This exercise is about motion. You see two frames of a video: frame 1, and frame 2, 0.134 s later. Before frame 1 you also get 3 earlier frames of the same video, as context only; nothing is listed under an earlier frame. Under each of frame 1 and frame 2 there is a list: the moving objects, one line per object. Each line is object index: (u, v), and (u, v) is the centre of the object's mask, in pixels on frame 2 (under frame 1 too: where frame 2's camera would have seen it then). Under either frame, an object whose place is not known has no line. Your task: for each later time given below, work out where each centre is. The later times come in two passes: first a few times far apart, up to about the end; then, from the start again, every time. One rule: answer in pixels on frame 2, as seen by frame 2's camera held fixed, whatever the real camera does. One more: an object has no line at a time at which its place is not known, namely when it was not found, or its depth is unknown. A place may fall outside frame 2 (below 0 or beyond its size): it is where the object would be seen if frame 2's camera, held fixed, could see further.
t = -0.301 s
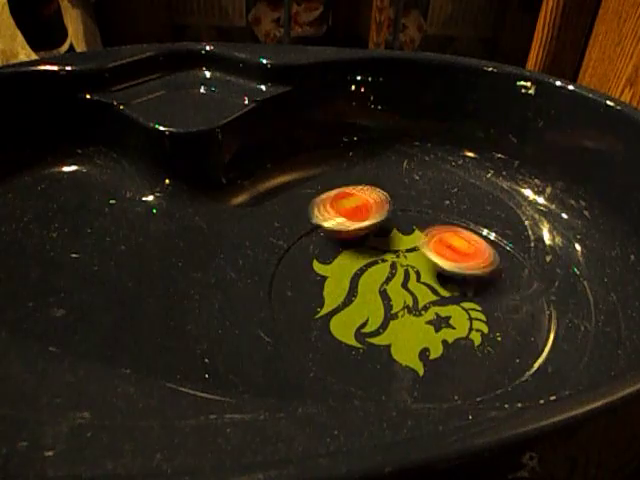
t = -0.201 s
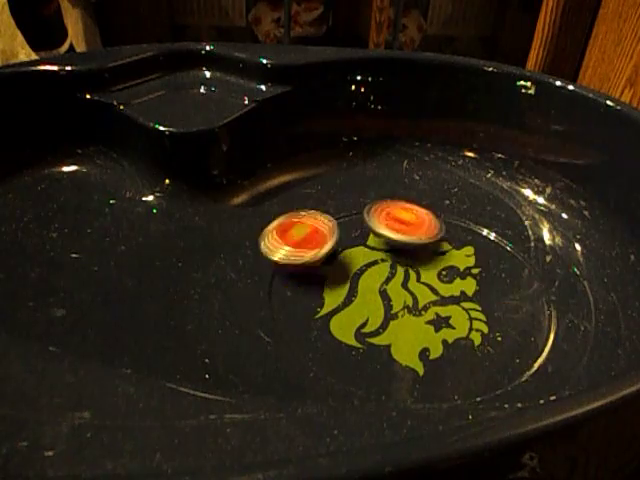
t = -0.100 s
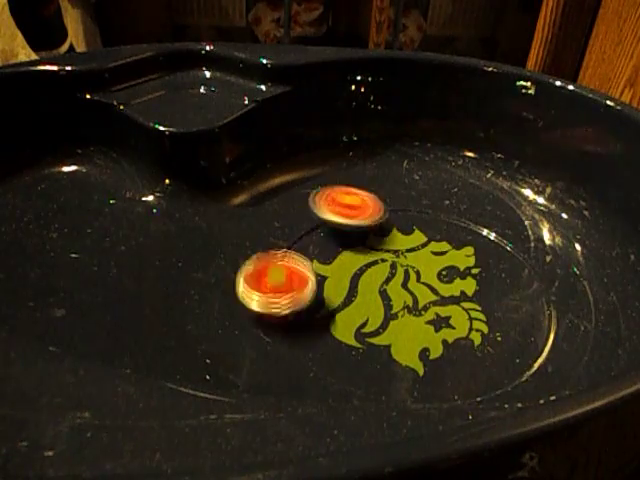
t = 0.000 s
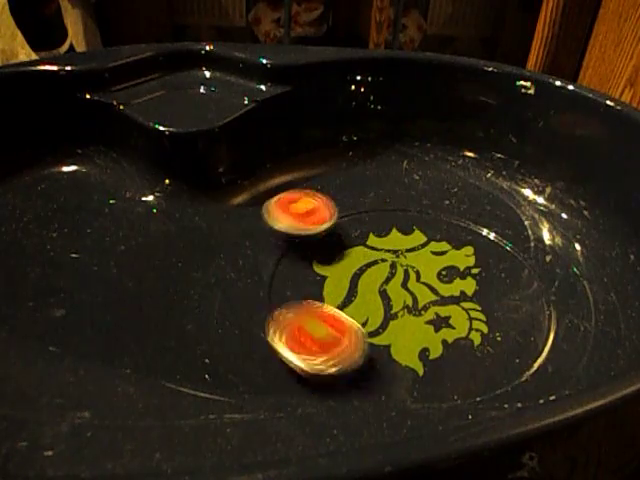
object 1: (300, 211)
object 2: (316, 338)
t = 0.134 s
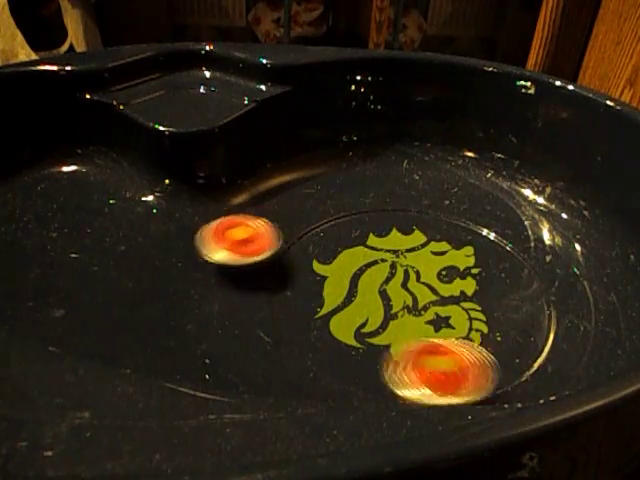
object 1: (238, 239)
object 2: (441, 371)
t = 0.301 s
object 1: (175, 279)
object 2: (531, 312)
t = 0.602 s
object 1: (342, 325)
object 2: (380, 208)
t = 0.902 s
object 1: (435, 234)
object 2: (286, 298)
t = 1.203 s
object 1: (328, 210)
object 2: (456, 313)
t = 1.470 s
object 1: (365, 278)
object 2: (381, 207)
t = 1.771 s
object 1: (475, 242)
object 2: (232, 260)
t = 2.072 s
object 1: (384, 201)
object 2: (388, 328)
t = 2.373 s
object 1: (359, 296)
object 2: (459, 218)
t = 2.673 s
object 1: (512, 326)
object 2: (307, 219)
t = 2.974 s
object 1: (474, 239)
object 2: (400, 322)
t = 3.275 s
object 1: (327, 257)
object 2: (508, 240)
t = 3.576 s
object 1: (347, 357)
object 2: (346, 202)
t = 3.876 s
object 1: (471, 316)
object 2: (307, 324)
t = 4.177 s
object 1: (373, 226)
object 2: (524, 346)
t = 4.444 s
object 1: (286, 257)
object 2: (482, 229)
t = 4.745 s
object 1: (361, 310)
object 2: (306, 215)
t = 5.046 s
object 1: (415, 240)
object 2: (338, 344)
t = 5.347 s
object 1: (319, 212)
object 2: (469, 270)
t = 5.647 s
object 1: (342, 285)
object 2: (333, 200)
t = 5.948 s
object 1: (459, 273)
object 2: (307, 304)
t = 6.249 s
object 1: (402, 218)
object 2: (474, 276)
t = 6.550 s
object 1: (337, 277)
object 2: (381, 193)
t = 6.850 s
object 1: (455, 328)
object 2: (300, 277)
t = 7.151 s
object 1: (471, 254)
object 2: (486, 324)
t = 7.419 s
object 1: (356, 234)
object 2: (486, 225)
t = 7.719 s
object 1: (294, 301)
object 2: (326, 217)
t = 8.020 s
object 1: (425, 346)
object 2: (309, 332)
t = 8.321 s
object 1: (453, 256)
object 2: (498, 338)
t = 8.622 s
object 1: (343, 207)
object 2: (446, 226)
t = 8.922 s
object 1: (290, 275)
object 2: (302, 222)
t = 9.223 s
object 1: (421, 361)
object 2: (308, 269)
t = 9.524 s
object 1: (517, 292)
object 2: (401, 245)
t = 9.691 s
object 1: (480, 242)
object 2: (386, 214)
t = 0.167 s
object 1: (222, 245)
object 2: (472, 368)
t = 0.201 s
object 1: (206, 250)
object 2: (496, 360)
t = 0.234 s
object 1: (192, 257)
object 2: (515, 347)
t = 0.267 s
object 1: (181, 267)
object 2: (527, 330)
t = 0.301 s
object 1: (175, 279)
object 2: (531, 312)
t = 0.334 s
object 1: (176, 292)
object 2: (528, 293)
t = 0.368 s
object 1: (185, 305)
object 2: (519, 277)
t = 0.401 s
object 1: (203, 315)
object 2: (506, 263)
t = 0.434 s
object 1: (225, 322)
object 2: (489, 247)
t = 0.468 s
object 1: (250, 325)
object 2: (469, 235)
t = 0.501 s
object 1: (273, 325)
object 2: (447, 224)
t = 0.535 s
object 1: (295, 326)
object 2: (426, 217)
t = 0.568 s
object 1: (320, 328)
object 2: (403, 211)
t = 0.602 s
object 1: (342, 325)
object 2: (380, 208)
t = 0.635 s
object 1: (364, 322)
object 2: (358, 207)
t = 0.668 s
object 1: (384, 315)
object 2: (335, 207)
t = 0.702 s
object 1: (400, 307)
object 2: (315, 210)
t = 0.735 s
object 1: (413, 296)
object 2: (299, 218)
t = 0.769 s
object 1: (425, 285)
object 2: (290, 233)
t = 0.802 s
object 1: (432, 272)
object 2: (283, 249)
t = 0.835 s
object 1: (435, 260)
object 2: (276, 262)
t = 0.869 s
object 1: (437, 246)
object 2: (278, 280)
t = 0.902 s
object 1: (435, 234)
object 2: (286, 298)
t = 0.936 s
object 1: (431, 223)
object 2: (296, 315)
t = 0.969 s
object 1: (424, 212)
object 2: (311, 331)
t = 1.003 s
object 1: (415, 203)
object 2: (330, 343)
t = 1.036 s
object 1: (404, 194)
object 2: (354, 351)
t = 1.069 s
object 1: (392, 189)
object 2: (380, 352)
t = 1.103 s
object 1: (377, 189)
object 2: (406, 348)
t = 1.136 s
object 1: (360, 192)
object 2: (427, 339)
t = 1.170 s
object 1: (343, 199)
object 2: (445, 327)
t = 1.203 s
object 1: (328, 210)
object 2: (456, 313)
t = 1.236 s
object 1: (317, 220)
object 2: (461, 298)
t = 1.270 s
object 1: (310, 230)
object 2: (461, 282)
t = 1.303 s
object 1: (308, 239)
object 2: (456, 267)
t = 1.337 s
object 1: (312, 249)
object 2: (446, 251)
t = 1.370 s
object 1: (320, 258)
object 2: (433, 238)
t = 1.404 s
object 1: (332, 267)
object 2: (417, 225)
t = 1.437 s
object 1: (347, 273)
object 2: (399, 215)
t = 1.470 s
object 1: (365, 278)
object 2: (381, 207)
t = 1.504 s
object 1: (382, 281)
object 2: (360, 201)
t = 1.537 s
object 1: (399, 282)
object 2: (340, 198)
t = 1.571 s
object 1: (417, 280)
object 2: (322, 200)
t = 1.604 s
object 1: (432, 278)
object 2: (305, 207)
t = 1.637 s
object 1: (447, 272)
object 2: (288, 215)
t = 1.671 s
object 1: (458, 267)
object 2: (271, 225)
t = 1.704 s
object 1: (467, 259)
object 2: (255, 236)
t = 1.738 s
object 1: (473, 251)
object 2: (241, 248)
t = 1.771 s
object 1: (475, 242)
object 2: (232, 260)
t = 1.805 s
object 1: (474, 232)
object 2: (228, 273)
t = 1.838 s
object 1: (470, 223)
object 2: (231, 285)
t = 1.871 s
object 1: (463, 215)
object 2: (241, 296)
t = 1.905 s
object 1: (453, 209)
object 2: (257, 303)
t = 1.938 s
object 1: (441, 203)
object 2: (278, 310)
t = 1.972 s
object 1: (427, 199)
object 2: (302, 319)
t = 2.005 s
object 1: (414, 197)
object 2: (330, 326)
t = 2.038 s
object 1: (399, 198)
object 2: (359, 330)
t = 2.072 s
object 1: (384, 201)
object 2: (388, 328)
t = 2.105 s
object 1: (371, 206)
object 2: (413, 323)
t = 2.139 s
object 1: (359, 213)
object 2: (434, 315)
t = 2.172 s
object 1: (350, 222)
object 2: (453, 303)
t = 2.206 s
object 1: (343, 232)
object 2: (466, 290)
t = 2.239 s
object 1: (339, 245)
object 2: (474, 275)
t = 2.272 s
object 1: (339, 257)
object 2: (477, 261)
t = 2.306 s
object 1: (342, 270)
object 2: (475, 245)
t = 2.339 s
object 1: (349, 283)
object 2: (469, 231)
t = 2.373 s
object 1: (359, 296)
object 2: (459, 218)
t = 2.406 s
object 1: (372, 307)
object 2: (447, 205)
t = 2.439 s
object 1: (386, 317)
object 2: (431, 195)
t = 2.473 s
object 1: (402, 325)
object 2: (413, 189)
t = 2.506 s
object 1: (421, 332)
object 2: (393, 191)
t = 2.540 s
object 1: (441, 336)
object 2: (372, 195)
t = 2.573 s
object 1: (463, 337)
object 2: (354, 198)
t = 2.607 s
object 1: (482, 336)
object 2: (336, 202)
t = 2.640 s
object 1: (498, 332)
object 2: (320, 209)
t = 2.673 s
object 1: (512, 326)
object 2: (307, 219)
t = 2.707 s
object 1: (523, 317)
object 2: (298, 230)
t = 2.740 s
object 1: (530, 306)
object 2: (294, 243)
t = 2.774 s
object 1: (533, 296)
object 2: (295, 257)
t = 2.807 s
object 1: (531, 284)
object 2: (302, 272)
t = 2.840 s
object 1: (526, 274)
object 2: (313, 286)
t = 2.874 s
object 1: (517, 263)
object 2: (331, 299)
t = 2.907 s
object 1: (505, 253)
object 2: (351, 309)
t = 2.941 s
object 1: (490, 245)
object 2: (376, 318)
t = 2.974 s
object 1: (474, 239)
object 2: (400, 322)
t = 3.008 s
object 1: (457, 234)
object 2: (426, 322)
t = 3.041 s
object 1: (439, 232)
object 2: (451, 320)
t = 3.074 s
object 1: (421, 231)
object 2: (472, 313)
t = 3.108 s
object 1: (403, 231)
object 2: (490, 304)
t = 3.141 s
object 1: (385, 233)
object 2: (503, 293)
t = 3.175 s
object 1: (367, 237)
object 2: (511, 281)
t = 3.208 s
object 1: (352, 242)
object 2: (515, 268)
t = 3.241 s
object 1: (338, 249)
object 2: (514, 253)
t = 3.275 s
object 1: (327, 257)
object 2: (508, 240)
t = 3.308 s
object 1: (317, 266)
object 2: (497, 226)
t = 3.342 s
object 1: (308, 276)
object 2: (483, 215)
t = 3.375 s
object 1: (303, 288)
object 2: (466, 206)
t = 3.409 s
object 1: (300, 300)
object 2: (447, 199)
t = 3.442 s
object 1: (300, 313)
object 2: (427, 195)
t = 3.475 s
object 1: (304, 325)
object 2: (405, 194)
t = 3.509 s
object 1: (312, 337)
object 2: (384, 194)
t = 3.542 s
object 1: (326, 347)
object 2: (365, 197)
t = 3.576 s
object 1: (347, 357)
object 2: (346, 202)
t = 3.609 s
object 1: (366, 363)
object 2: (329, 210)
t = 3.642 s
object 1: (385, 366)
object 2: (314, 219)
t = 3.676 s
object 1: (404, 365)
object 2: (302, 230)
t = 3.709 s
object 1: (423, 363)
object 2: (293, 243)
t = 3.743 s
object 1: (438, 358)
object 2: (288, 258)
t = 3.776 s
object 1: (453, 350)
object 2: (286, 274)
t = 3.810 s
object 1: (463, 340)
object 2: (288, 290)
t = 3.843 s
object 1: (469, 328)
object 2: (295, 307)
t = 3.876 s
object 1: (471, 316)
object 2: (307, 324)
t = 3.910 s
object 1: (470, 303)
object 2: (324, 339)
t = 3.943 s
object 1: (466, 291)
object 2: (344, 353)
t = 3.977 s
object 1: (458, 278)
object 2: (370, 364)
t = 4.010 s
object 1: (447, 266)
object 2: (398, 370)
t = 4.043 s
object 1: (435, 256)
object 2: (427, 372)
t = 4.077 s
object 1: (420, 246)
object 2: (457, 372)
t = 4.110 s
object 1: (405, 238)
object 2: (483, 367)
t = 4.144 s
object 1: (390, 231)
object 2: (505, 359)
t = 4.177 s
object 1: (373, 226)
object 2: (524, 346)
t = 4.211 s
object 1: (357, 222)
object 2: (536, 331)
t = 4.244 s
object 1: (340, 220)
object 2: (542, 316)
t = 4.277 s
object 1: (324, 220)
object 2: (543, 300)
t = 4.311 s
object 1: (308, 220)
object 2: (538, 283)
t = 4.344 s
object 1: (295, 223)
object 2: (529, 268)
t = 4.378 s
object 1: (290, 233)
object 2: (517, 253)
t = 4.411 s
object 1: (289, 246)
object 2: (501, 240)
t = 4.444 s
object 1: (286, 257)
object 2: (482, 229)
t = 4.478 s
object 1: (284, 266)
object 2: (463, 220)
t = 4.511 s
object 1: (284, 275)
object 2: (443, 213)
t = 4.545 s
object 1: (287, 284)
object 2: (422, 206)
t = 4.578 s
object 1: (295, 293)
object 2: (401, 203)
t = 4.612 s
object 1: (304, 300)
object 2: (380, 202)
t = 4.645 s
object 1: (317, 305)
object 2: (359, 201)
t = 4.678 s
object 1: (330, 309)
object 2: (339, 202)
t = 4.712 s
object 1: (346, 310)
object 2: (321, 205)
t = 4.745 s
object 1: (361, 310)
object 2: (306, 215)
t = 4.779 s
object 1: (377, 307)
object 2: (295, 228)
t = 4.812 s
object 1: (390, 302)
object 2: (284, 240)
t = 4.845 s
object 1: (401, 295)
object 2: (277, 253)
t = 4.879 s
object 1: (410, 288)
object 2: (277, 270)
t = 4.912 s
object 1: (416, 279)
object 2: (280, 286)
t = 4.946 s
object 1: (420, 270)
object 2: (287, 303)
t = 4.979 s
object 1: (421, 260)
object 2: (300, 320)
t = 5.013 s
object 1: (419, 250)
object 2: (317, 333)
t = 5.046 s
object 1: (415, 240)
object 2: (338, 344)
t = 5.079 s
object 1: (408, 232)
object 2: (363, 350)
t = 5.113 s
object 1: (398, 225)
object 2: (391, 351)
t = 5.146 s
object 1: (389, 218)
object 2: (414, 346)
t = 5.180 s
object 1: (378, 212)
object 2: (435, 339)
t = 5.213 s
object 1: (366, 208)
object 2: (453, 328)
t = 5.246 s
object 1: (353, 205)
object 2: (465, 314)
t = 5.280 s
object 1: (341, 204)
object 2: (471, 299)
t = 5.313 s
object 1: (328, 205)
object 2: (472, 286)
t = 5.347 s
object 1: (319, 212)
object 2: (469, 270)
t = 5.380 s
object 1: (311, 221)
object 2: (461, 256)
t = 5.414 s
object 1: (306, 229)
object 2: (450, 242)
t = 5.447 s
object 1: (305, 237)
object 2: (437, 230)
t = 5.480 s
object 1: (305, 244)
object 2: (422, 220)
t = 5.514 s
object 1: (307, 252)
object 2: (406, 212)
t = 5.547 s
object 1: (311, 261)
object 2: (388, 206)
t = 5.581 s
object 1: (318, 270)
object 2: (369, 201)
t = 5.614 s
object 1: (329, 278)
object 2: (350, 198)
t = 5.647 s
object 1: (342, 285)
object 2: (333, 200)
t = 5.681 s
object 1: (356, 290)
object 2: (320, 209)
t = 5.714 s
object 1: (372, 294)
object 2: (308, 220)
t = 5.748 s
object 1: (387, 296)
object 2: (297, 230)
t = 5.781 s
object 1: (403, 296)
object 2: (287, 239)
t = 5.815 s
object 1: (417, 295)
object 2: (281, 250)
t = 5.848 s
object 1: (431, 292)
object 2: (280, 264)
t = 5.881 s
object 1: (443, 287)
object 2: (283, 278)
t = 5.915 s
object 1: (453, 280)
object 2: (293, 291)
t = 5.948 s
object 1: (459, 273)
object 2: (307, 304)
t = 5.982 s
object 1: (462, 264)
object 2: (326, 314)
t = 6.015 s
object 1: (463, 256)
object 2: (349, 320)
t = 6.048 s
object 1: (461, 247)
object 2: (373, 324)
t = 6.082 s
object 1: (456, 239)
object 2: (398, 322)
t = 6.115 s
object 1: (448, 233)
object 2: (420, 318)
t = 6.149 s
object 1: (439, 226)
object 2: (440, 311)
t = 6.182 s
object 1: (427, 221)
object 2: (456, 300)
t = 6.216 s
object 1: (414, 218)
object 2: (467, 289)
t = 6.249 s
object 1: (402, 218)
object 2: (474, 276)
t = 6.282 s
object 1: (389, 219)
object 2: (476, 263)
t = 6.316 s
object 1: (378, 222)
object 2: (474, 250)
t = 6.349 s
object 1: (366, 227)
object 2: (468, 237)
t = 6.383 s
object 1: (356, 233)
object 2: (459, 225)
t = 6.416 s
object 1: (348, 240)
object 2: (447, 216)
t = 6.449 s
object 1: (341, 248)
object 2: (432, 207)
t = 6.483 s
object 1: (337, 257)
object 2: (416, 200)
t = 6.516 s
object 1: (336, 267)
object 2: (399, 195)
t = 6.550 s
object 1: (337, 277)
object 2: (381, 193)
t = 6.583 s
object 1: (341, 288)
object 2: (363, 194)
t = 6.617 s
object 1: (348, 299)
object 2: (346, 200)
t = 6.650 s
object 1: (358, 308)
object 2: (330, 205)
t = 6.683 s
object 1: (371, 317)
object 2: (315, 214)
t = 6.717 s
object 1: (386, 323)
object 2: (304, 223)
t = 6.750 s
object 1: (402, 328)
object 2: (296, 235)
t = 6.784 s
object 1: (420, 331)
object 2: (293, 248)
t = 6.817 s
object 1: (438, 331)
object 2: (294, 262)
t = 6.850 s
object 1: (455, 328)
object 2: (300, 277)
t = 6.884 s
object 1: (469, 324)
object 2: (310, 291)
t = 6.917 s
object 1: (481, 318)
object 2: (325, 305)
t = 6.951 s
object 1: (490, 310)
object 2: (344, 316)
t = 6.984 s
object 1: (494, 301)
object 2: (367, 326)
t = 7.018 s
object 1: (495, 291)
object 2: (392, 333)
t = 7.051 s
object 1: (494, 281)
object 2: (416, 336)
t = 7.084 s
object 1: (489, 272)
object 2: (442, 334)
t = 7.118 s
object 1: (481, 262)
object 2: (466, 330)
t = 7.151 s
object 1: (471, 254)
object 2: (486, 324)
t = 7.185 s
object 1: (459, 247)
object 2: (502, 313)
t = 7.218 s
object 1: (446, 241)
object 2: (514, 301)
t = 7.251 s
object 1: (432, 237)
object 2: (520, 288)
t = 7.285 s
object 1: (416, 233)
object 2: (522, 274)
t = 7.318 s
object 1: (400, 232)
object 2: (519, 261)
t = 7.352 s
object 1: (386, 231)
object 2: (512, 247)
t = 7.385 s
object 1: (371, 232)
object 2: (500, 235)
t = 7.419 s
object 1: (356, 234)
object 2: (486, 225)
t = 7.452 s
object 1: (342, 237)
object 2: (470, 217)
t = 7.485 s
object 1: (330, 243)
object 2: (452, 210)
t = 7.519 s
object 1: (319, 248)
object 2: (433, 204)
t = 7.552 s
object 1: (309, 254)
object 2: (414, 203)
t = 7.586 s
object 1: (302, 262)
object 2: (395, 202)
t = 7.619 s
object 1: (296, 270)
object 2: (377, 203)
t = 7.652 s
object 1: (292, 279)
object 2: (358, 207)
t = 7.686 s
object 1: (291, 289)
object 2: (341, 210)
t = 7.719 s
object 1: (294, 301)
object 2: (326, 217)
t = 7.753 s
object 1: (299, 312)
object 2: (311, 225)
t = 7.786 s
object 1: (308, 323)
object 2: (299, 234)
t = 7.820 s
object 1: (320, 334)
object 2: (289, 245)
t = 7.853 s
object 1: (334, 342)
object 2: (282, 258)
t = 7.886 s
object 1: (352, 349)
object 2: (278, 271)
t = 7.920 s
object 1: (372, 353)
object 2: (278, 285)
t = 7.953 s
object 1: (391, 353)
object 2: (282, 300)
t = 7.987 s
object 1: (409, 351)
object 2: (293, 316)
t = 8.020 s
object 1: (425, 346)
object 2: (309, 332)
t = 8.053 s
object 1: (439, 340)
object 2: (327, 344)
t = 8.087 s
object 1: (453, 331)
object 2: (348, 355)
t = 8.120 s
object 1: (461, 322)
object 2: (372, 363)
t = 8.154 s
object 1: (466, 311)
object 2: (397, 366)
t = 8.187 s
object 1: (468, 300)
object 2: (420, 367)
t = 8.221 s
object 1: (468, 289)
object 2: (444, 364)
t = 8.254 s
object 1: (465, 278)
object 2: (467, 358)
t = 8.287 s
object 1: (460, 267)
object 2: (484, 350)
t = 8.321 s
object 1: (453, 256)
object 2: (498, 338)
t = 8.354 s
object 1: (445, 247)
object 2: (507, 325)
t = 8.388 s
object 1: (435, 238)
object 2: (512, 311)
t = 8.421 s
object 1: (424, 231)
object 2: (511, 296)
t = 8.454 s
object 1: (412, 224)
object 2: (508, 284)
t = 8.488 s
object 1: (399, 219)
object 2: (501, 271)
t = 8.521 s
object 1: (385, 213)
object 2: (490, 258)
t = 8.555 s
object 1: (372, 211)
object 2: (478, 246)
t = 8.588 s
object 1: (357, 208)
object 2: (463, 235)
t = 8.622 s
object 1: (343, 207)
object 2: (446, 226)
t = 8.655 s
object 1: (330, 208)
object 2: (431, 219)
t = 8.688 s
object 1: (317, 210)
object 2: (413, 213)
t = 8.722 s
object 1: (308, 217)
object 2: (395, 208)
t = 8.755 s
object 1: (300, 227)
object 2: (377, 205)
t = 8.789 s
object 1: (293, 235)
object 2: (358, 202)
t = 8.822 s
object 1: (289, 244)
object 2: (340, 201)
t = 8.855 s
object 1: (287, 254)
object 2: (324, 205)
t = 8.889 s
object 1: (288, 263)
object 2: (312, 213)
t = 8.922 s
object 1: (290, 275)
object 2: (302, 222)
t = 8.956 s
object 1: (294, 292)
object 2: (296, 227)
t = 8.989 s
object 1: (300, 309)
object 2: (295, 231)
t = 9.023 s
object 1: (311, 324)
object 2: (295, 237)
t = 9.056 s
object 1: (325, 335)
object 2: (293, 242)
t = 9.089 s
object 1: (341, 345)
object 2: (290, 248)
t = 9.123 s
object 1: (360, 352)
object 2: (290, 254)
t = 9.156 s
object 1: (379, 357)
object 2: (293, 260)
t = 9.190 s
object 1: (402, 360)
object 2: (299, 265)
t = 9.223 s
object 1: (421, 361)
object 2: (308, 269)
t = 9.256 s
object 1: (441, 360)
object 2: (319, 273)
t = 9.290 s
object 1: (460, 357)
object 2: (331, 274)
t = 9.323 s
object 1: (477, 352)
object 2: (344, 273)
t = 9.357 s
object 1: (491, 345)
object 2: (358, 272)
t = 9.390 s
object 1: (502, 336)
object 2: (370, 269)
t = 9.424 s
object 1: (512, 325)
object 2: (380, 266)
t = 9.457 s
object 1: (516, 314)
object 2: (389, 259)
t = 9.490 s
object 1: (519, 303)
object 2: (396, 252)
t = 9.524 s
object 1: (517, 292)
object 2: (401, 245)
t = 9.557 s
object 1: (515, 281)
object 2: (403, 238)
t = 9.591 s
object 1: (509, 270)
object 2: (402, 229)
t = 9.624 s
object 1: (501, 260)
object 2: (398, 224)
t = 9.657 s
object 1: (492, 250)
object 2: (393, 218)
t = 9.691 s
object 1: (480, 242)
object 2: (386, 214)
